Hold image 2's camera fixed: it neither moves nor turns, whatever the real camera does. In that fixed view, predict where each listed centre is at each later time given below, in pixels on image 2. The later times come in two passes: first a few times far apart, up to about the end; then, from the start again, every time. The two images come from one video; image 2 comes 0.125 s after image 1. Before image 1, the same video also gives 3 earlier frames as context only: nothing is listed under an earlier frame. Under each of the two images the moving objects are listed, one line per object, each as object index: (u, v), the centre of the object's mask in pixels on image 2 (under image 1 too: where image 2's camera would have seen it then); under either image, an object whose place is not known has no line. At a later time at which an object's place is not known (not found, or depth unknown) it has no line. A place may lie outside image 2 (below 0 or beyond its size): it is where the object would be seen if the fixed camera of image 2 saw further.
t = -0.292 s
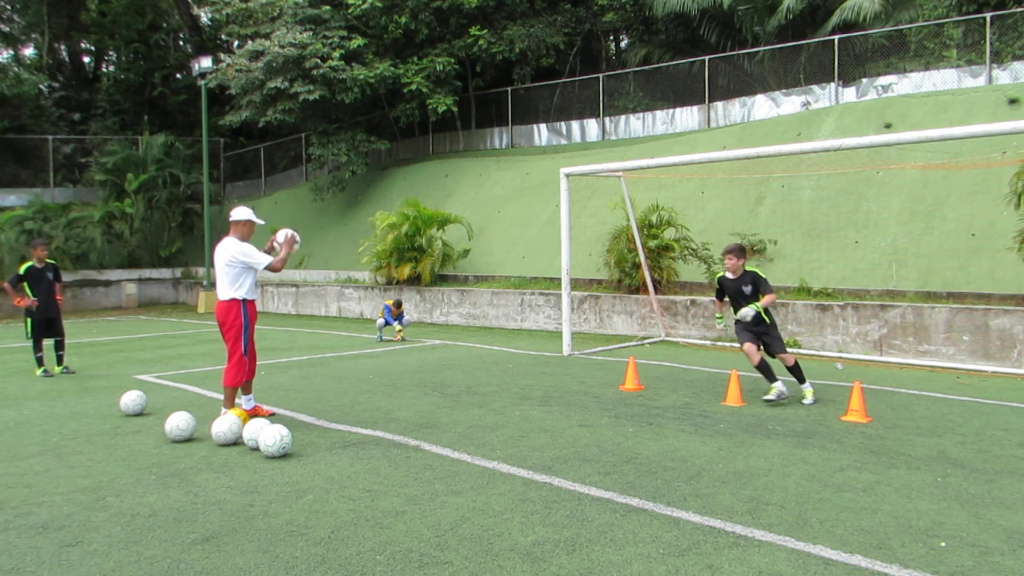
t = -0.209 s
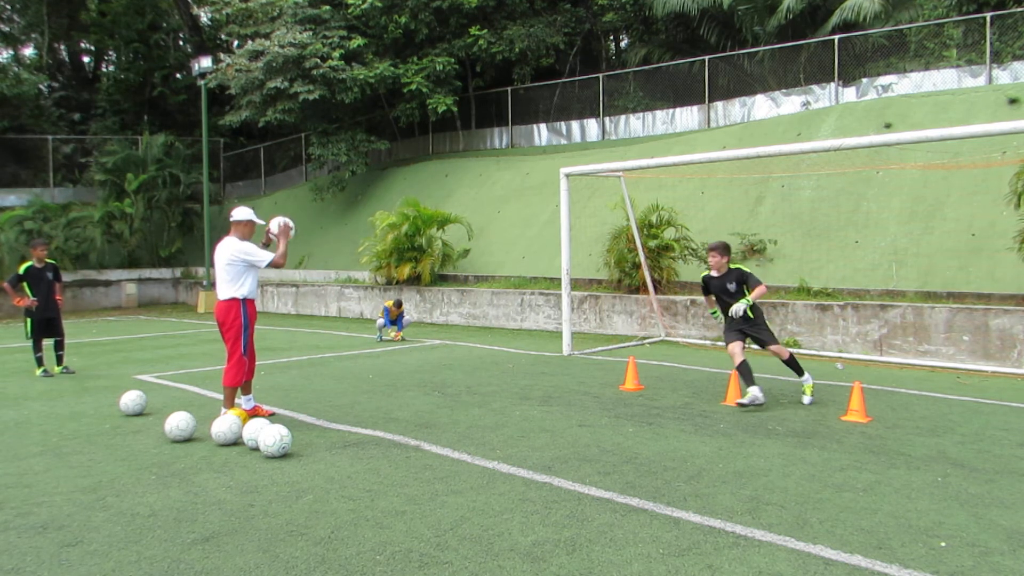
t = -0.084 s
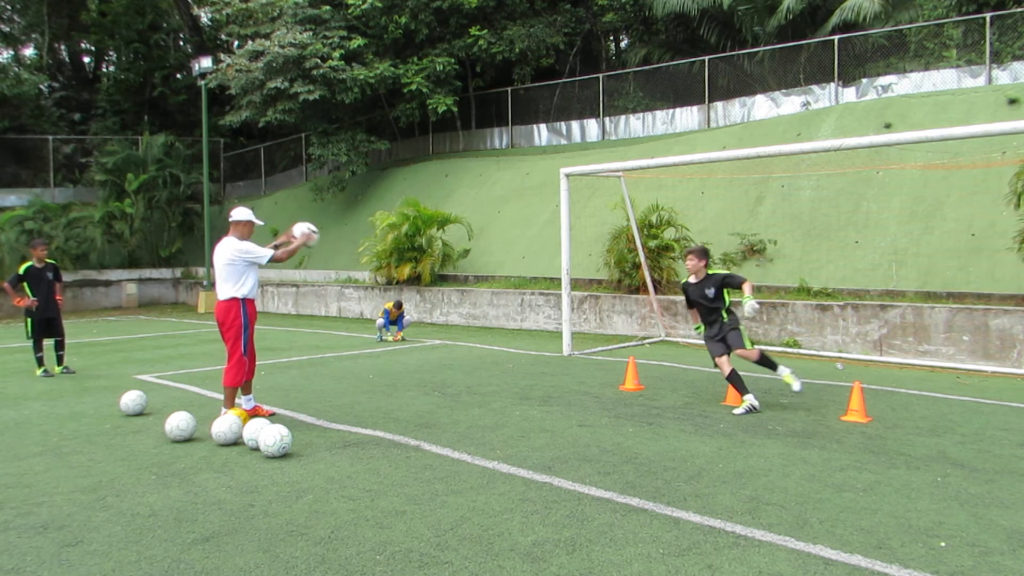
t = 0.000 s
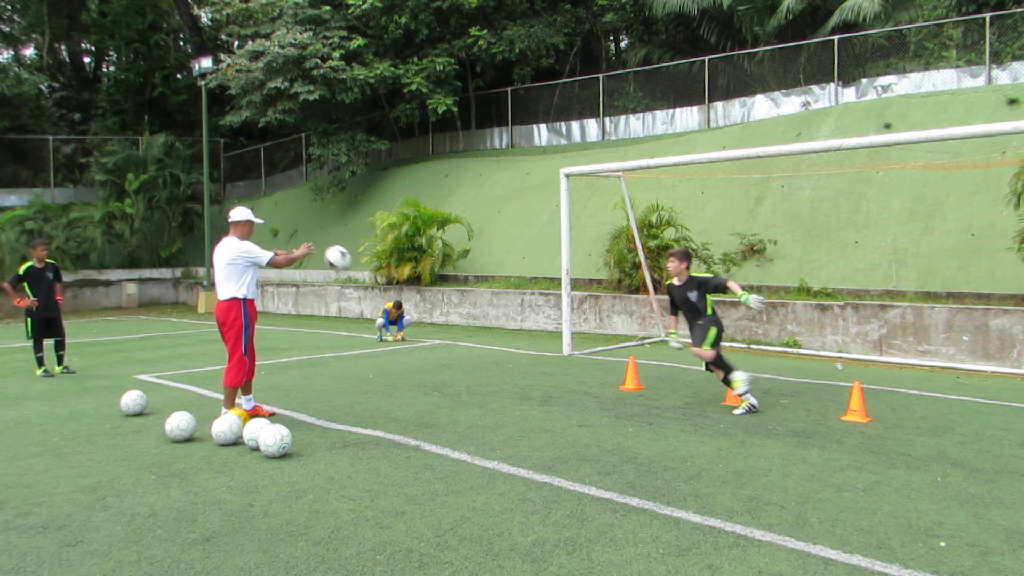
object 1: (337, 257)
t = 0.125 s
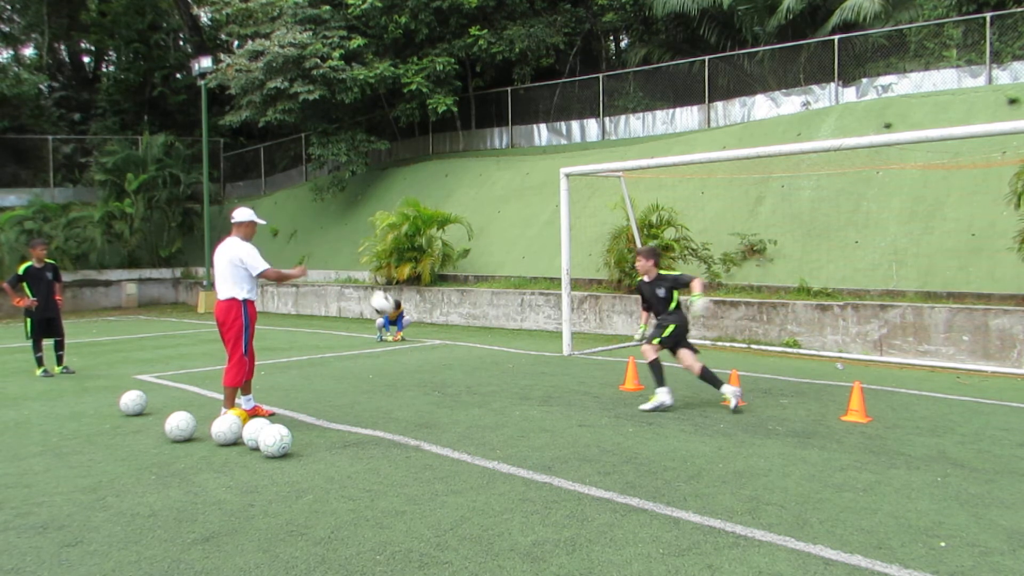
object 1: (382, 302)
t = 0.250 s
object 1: (420, 358)
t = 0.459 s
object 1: (451, 325)
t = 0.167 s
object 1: (395, 320)
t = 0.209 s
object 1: (408, 338)
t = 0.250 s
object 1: (420, 358)
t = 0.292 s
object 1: (432, 379)
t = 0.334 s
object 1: (438, 366)
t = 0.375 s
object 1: (442, 351)
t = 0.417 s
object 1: (446, 337)
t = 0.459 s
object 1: (451, 325)
